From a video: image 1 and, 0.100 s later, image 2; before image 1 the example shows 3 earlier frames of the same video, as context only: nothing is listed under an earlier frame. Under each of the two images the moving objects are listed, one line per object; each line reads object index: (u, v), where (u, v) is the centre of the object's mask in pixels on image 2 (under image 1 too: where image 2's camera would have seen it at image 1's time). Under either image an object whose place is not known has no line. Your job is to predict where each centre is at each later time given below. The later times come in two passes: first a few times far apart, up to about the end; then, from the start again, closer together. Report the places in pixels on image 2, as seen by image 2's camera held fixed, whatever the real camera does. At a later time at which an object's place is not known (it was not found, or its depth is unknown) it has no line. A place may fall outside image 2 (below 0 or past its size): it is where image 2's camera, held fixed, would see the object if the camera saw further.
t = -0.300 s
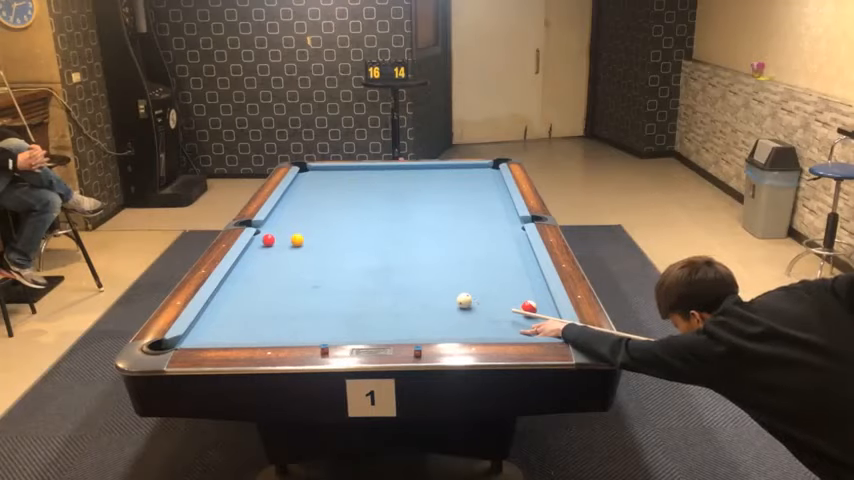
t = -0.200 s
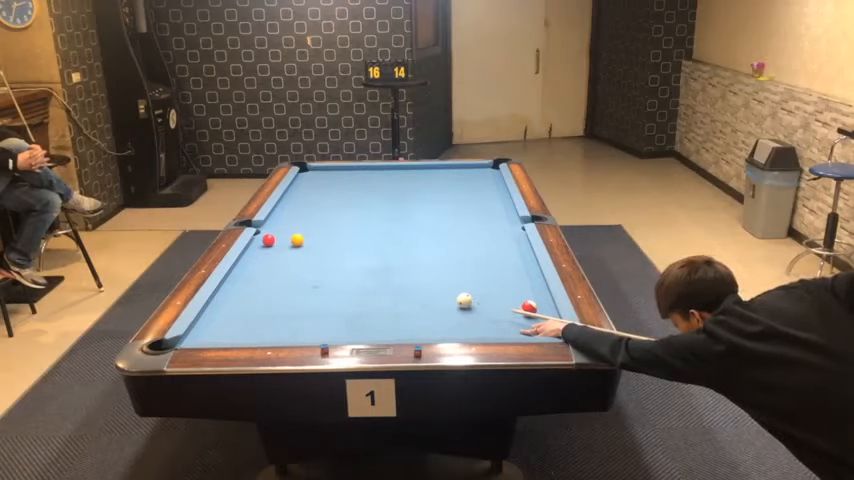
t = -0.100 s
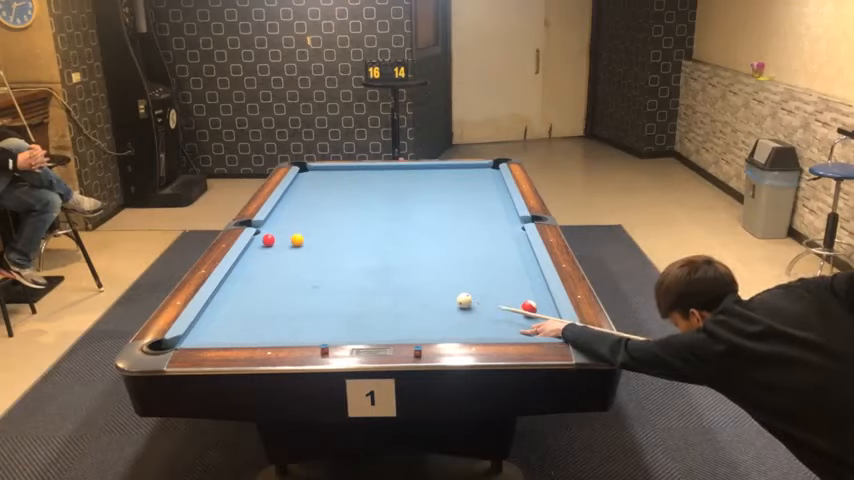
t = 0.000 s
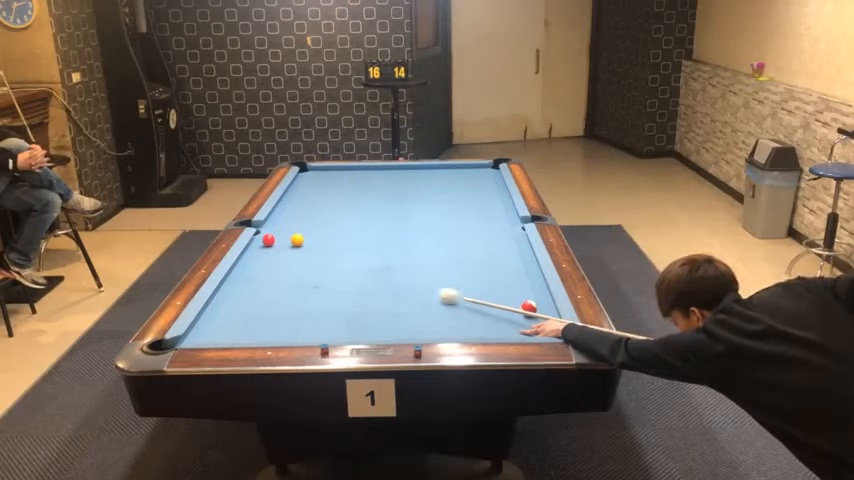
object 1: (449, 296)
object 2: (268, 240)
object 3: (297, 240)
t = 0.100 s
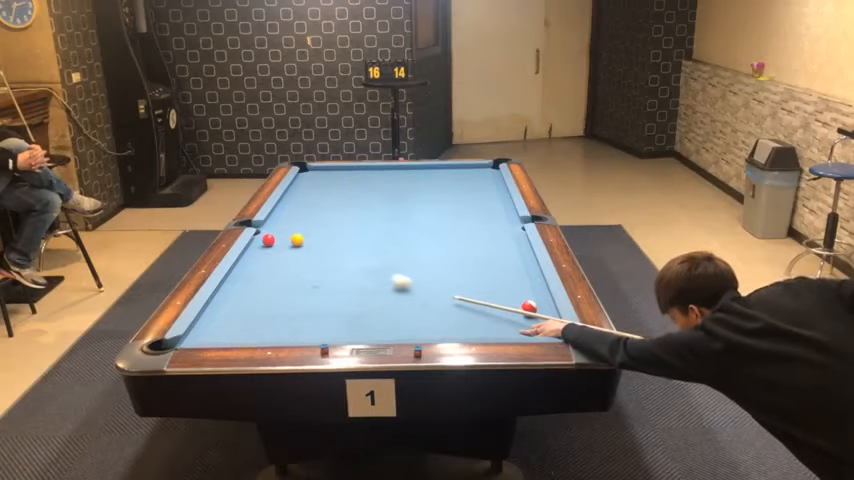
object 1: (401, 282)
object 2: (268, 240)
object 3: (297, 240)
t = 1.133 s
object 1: (295, 244)
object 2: (278, 229)
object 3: (323, 236)
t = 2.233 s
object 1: (318, 248)
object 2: (328, 227)
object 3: (382, 226)
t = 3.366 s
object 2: (357, 226)
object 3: (421, 219)
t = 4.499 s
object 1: (323, 249)
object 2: (366, 226)
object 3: (441, 215)
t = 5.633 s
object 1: (324, 249)
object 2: (366, 226)
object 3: (444, 214)
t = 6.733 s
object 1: (324, 249)
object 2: (366, 226)
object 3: (444, 214)
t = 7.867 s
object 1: (323, 249)
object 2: (366, 226)
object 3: (444, 214)
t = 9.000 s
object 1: (324, 249)
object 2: (366, 226)
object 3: (444, 214)
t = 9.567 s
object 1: (323, 249)
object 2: (366, 226)
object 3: (444, 214)
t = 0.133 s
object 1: (388, 279)
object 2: (268, 240)
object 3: (297, 240)
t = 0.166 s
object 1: (375, 275)
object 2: (268, 240)
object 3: (297, 240)
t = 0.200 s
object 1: (362, 271)
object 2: (268, 240)
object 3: (297, 240)
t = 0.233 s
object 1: (351, 267)
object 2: (268, 240)
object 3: (297, 240)
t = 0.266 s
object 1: (339, 264)
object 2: (268, 240)
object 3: (297, 240)
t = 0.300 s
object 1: (328, 261)
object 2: (268, 240)
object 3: (297, 240)
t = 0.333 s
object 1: (317, 257)
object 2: (268, 240)
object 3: (297, 240)
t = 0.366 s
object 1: (306, 254)
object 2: (268, 240)
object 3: (296, 240)
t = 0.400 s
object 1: (295, 251)
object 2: (268, 240)
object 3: (297, 239)
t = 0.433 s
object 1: (284, 248)
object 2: (268, 240)
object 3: (297, 240)
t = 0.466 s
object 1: (275, 246)
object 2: (266, 239)
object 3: (297, 240)
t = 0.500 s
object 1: (265, 245)
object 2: (268, 235)
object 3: (297, 240)
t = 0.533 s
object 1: (257, 245)
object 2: (266, 235)
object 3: (297, 240)
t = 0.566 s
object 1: (254, 245)
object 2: (264, 232)
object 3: (297, 240)
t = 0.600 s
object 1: (260, 244)
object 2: (262, 230)
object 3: (297, 240)
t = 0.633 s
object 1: (264, 244)
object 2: (261, 227)
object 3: (297, 240)
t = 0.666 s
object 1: (269, 244)
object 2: (260, 225)
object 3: (296, 240)
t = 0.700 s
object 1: (274, 244)
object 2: (260, 225)
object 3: (297, 240)
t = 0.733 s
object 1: (279, 243)
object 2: (260, 225)
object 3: (297, 240)
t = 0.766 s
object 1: (282, 243)
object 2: (260, 226)
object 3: (296, 240)
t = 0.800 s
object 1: (284, 243)
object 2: (260, 229)
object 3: (298, 240)
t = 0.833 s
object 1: (286, 243)
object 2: (261, 229)
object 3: (302, 239)
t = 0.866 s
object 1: (287, 243)
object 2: (262, 229)
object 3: (304, 239)
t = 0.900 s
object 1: (288, 243)
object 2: (264, 229)
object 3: (307, 238)
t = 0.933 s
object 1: (288, 243)
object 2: (266, 229)
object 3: (309, 238)
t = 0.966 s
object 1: (290, 243)
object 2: (268, 229)
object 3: (311, 237)
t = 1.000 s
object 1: (291, 244)
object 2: (270, 229)
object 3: (314, 237)
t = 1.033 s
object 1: (292, 244)
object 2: (272, 229)
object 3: (316, 237)
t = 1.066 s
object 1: (293, 244)
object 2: (274, 229)
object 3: (318, 236)
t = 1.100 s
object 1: (295, 244)
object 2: (276, 229)
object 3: (321, 236)
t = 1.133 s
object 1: (295, 244)
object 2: (278, 229)
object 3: (323, 236)
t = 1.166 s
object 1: (296, 244)
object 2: (280, 229)
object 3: (325, 235)
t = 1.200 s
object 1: (297, 244)
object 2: (282, 229)
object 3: (327, 235)
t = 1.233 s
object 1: (298, 245)
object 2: (283, 228)
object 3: (329, 234)
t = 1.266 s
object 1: (299, 245)
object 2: (285, 229)
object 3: (331, 234)
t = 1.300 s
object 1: (300, 245)
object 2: (287, 229)
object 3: (333, 234)
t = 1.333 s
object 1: (301, 245)
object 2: (289, 229)
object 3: (335, 233)
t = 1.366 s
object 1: (302, 245)
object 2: (290, 228)
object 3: (337, 233)
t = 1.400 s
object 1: (303, 245)
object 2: (292, 228)
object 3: (339, 233)
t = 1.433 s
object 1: (304, 246)
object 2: (294, 228)
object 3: (341, 233)
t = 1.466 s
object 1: (304, 245)
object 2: (295, 228)
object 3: (343, 232)
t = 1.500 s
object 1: (306, 246)
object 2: (297, 228)
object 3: (345, 232)
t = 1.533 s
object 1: (306, 246)
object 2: (299, 228)
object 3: (347, 232)
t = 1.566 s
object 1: (307, 246)
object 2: (300, 228)
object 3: (348, 231)
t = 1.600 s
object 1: (307, 246)
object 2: (302, 227)
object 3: (351, 231)
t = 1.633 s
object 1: (308, 246)
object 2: (304, 228)
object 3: (352, 231)
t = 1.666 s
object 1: (309, 246)
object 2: (305, 228)
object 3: (354, 230)
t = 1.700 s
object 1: (310, 246)
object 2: (307, 227)
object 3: (356, 230)
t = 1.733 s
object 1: (311, 247)
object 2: (308, 228)
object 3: (357, 230)
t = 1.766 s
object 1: (311, 247)
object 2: (309, 227)
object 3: (359, 229)
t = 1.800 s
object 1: (312, 247)
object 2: (311, 228)
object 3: (361, 229)
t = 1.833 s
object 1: (312, 247)
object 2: (312, 227)
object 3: (363, 229)
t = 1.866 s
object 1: (313, 247)
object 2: (314, 227)
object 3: (364, 229)
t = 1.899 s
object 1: (314, 247)
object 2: (315, 227)
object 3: (366, 228)
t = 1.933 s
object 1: (314, 247)
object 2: (316, 227)
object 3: (367, 228)
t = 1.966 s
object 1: (315, 247)
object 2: (318, 227)
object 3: (369, 228)
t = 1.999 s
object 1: (316, 247)
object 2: (319, 227)
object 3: (371, 227)
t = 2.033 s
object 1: (316, 247)
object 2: (320, 227)
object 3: (372, 227)
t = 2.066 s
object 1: (316, 247)
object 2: (322, 227)
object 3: (373, 227)
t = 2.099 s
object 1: (317, 247)
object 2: (323, 227)
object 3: (375, 226)
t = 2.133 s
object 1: (317, 247)
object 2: (324, 227)
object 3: (377, 225)
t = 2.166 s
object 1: (317, 248)
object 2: (326, 227)
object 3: (379, 225)
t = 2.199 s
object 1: (318, 248)
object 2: (327, 227)
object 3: (380, 226)
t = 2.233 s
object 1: (318, 248)
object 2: (328, 227)
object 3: (382, 226)
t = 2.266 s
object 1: (319, 248)
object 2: (329, 227)
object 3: (383, 227)
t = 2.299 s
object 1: (319, 248)
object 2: (330, 227)
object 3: (384, 227)
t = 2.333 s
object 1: (320, 248)
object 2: (331, 227)
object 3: (385, 226)
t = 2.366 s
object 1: (319, 248)
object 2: (333, 226)
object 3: (387, 225)
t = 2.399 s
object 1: (320, 248)
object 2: (333, 227)
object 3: (389, 225)
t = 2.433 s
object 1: (320, 248)
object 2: (335, 227)
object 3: (390, 224)
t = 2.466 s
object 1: (320, 248)
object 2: (336, 227)
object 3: (391, 224)
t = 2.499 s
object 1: (322, 249)
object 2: (337, 227)
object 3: (393, 224)
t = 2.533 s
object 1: (322, 249)
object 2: (338, 227)
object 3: (393, 223)
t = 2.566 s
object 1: (322, 248)
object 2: (339, 226)
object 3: (395, 223)
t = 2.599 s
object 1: (322, 249)
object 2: (340, 227)
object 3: (396, 223)
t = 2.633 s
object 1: (322, 249)
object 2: (341, 227)
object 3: (397, 223)
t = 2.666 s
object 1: (322, 249)
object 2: (342, 227)
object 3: (396, 223)
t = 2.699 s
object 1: (322, 249)
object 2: (342, 226)
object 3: (401, 222)
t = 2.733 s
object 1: (323, 249)
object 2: (343, 226)
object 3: (401, 222)
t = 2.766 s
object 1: (323, 249)
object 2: (344, 226)
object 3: (402, 222)
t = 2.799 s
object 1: (323, 249)
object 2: (345, 226)
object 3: (403, 222)
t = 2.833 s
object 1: (323, 249)
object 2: (346, 226)
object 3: (404, 221)
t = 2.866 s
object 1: (323, 249)
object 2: (346, 226)
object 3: (403, 219)
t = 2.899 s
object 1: (323, 249)
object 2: (347, 226)
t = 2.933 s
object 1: (323, 249)
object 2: (349, 226)
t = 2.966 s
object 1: (323, 249)
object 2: (349, 226)
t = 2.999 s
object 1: (325, 249)
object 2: (348, 226)
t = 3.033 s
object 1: (324, 249)
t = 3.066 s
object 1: (322, 249)
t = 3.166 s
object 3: (419, 218)
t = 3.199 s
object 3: (416, 219)
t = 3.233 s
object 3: (417, 219)
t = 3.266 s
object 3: (418, 219)
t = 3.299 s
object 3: (419, 219)
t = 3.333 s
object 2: (357, 226)
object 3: (420, 219)
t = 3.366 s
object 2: (357, 226)
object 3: (421, 219)
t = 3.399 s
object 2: (358, 226)
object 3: (422, 218)
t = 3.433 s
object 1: (326, 248)
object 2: (358, 226)
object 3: (422, 218)
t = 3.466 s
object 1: (325, 249)
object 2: (359, 226)
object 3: (423, 218)
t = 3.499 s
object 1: (324, 249)
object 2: (359, 226)
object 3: (424, 218)
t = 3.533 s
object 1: (324, 249)
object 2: (360, 226)
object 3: (424, 218)
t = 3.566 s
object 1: (324, 249)
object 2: (360, 226)
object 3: (425, 218)
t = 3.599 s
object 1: (324, 249)
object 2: (361, 226)
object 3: (426, 218)
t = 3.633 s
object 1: (324, 249)
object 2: (361, 226)
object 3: (427, 218)
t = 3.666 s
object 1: (324, 249)
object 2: (361, 226)
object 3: (428, 218)
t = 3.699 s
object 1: (324, 249)
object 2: (362, 226)
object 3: (429, 218)
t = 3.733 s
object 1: (324, 249)
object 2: (362, 226)
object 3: (429, 218)
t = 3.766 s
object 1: (324, 249)
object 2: (362, 226)
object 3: (430, 217)
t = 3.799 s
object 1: (324, 249)
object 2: (363, 226)
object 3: (430, 217)
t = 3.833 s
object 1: (324, 249)
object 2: (363, 226)
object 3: (431, 217)
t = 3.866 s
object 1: (324, 249)
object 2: (363, 226)
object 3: (432, 217)
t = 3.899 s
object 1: (324, 249)
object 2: (364, 226)
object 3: (432, 217)
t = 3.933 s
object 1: (324, 249)
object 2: (364, 226)
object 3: (433, 217)
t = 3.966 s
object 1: (324, 249)
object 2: (364, 226)
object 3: (434, 217)
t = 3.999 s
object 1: (324, 249)
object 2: (365, 226)
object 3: (434, 217)
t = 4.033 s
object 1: (324, 249)
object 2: (365, 226)
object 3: (435, 216)
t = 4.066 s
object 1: (324, 249)
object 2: (365, 226)
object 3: (435, 216)
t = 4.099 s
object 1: (324, 249)
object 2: (365, 226)
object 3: (436, 216)
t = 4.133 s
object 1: (324, 249)
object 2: (365, 226)
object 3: (437, 216)
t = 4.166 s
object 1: (324, 249)
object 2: (365, 226)
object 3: (437, 216)
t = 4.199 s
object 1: (323, 249)
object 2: (365, 226)
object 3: (437, 216)
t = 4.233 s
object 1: (324, 249)
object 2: (366, 226)
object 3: (438, 215)
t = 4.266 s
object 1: (324, 249)
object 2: (366, 226)
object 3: (438, 216)
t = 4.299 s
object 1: (324, 249)
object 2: (366, 226)
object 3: (439, 216)
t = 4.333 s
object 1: (324, 249)
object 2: (366, 226)
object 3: (439, 215)
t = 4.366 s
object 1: (324, 249)
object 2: (366, 226)
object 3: (440, 215)
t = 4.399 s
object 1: (324, 249)
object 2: (366, 226)
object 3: (440, 215)
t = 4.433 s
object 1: (323, 249)
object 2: (366, 226)
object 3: (440, 215)
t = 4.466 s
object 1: (323, 249)
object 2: (366, 226)
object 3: (441, 215)
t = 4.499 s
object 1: (323, 249)
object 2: (366, 226)
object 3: (441, 215)
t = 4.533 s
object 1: (324, 249)
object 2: (366, 226)
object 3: (442, 215)
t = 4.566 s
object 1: (324, 249)
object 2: (366, 226)
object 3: (442, 215)
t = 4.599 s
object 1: (324, 249)
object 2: (366, 226)
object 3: (442, 215)
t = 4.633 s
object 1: (324, 249)
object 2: (366, 226)
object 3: (442, 215)
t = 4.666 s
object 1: (324, 249)
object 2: (366, 226)
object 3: (443, 215)
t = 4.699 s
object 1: (324, 249)
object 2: (366, 226)
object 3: (443, 215)
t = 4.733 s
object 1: (324, 249)
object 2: (366, 226)
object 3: (443, 215)
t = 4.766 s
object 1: (324, 249)
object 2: (366, 226)
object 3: (443, 214)
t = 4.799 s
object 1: (324, 249)
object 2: (366, 226)
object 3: (444, 214)
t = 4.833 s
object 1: (324, 249)
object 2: (366, 226)
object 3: (444, 214)
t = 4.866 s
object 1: (324, 249)
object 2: (366, 226)
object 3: (444, 214)
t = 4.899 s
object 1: (324, 249)
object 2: (366, 226)
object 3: (444, 214)
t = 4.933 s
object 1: (324, 249)
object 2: (366, 226)
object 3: (444, 214)
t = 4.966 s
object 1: (324, 249)
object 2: (366, 226)
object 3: (444, 214)
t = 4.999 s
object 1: (324, 249)
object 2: (366, 226)
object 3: (444, 214)
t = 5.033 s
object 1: (324, 249)
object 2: (366, 226)
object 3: (444, 214)
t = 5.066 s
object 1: (324, 249)
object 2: (366, 226)
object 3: (444, 214)
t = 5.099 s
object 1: (324, 249)
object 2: (366, 226)
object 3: (444, 214)
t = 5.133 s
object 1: (324, 249)
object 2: (366, 226)
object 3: (444, 214)
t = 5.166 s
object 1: (324, 249)
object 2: (366, 226)
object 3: (444, 214)
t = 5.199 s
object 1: (324, 249)
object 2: (366, 226)
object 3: (444, 214)
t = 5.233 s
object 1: (324, 249)
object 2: (366, 226)
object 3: (444, 214)
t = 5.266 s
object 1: (324, 249)
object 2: (366, 226)
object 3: (444, 214)
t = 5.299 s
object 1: (324, 249)
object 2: (366, 226)
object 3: (444, 214)
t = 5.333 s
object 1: (324, 249)
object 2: (366, 226)
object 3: (444, 214)
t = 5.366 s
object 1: (324, 249)
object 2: (366, 226)
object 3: (444, 214)
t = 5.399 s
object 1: (324, 249)
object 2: (366, 226)
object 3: (444, 214)
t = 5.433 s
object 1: (324, 249)
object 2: (366, 226)
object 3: (444, 214)
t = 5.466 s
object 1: (324, 249)
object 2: (366, 226)
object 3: (444, 214)
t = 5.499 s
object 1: (324, 249)
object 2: (366, 226)
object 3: (444, 214)
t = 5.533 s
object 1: (324, 249)
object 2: (366, 226)
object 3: (444, 214)
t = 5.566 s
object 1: (324, 249)
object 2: (366, 226)
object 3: (444, 214)
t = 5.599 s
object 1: (324, 249)
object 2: (366, 226)
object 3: (444, 214)
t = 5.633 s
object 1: (324, 249)
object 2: (366, 226)
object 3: (444, 214)
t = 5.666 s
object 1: (324, 249)
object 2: (366, 226)
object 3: (444, 214)
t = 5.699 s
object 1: (324, 249)
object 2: (366, 226)
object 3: (444, 214)
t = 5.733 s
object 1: (324, 249)
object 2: (366, 226)
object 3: (444, 214)
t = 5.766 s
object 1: (324, 249)
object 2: (366, 226)
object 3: (444, 214)
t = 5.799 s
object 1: (324, 249)
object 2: (366, 226)
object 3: (444, 214)
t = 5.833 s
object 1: (324, 249)
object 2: (366, 226)
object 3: (444, 214)
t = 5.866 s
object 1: (324, 249)
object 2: (366, 226)
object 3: (444, 214)
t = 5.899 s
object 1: (324, 249)
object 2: (366, 226)
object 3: (444, 214)
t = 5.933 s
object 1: (324, 249)
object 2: (366, 226)
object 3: (444, 214)
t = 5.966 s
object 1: (324, 249)
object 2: (366, 226)
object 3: (444, 214)
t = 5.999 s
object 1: (324, 249)
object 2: (366, 226)
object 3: (444, 214)
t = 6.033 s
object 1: (324, 249)
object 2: (366, 226)
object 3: (444, 214)
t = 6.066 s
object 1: (324, 249)
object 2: (366, 226)
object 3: (444, 214)
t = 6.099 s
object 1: (324, 249)
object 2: (366, 226)
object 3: (444, 214)
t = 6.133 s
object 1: (324, 249)
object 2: (366, 226)
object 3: (444, 214)
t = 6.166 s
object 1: (324, 249)
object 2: (366, 226)
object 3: (444, 214)
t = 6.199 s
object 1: (324, 249)
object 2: (366, 226)
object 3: (444, 214)
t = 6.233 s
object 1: (324, 249)
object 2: (366, 226)
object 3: (444, 214)
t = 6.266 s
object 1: (324, 249)
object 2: (366, 226)
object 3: (444, 214)
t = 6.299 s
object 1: (324, 249)
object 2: (366, 226)
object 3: (444, 214)
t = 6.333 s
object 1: (324, 249)
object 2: (366, 226)
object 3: (444, 214)
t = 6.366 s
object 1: (324, 249)
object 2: (366, 226)
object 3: (444, 214)
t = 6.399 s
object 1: (324, 249)
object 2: (366, 226)
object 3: (444, 214)
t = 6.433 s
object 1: (324, 249)
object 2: (366, 226)
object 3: (444, 214)
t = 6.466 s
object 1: (324, 249)
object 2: (366, 226)
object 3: (444, 214)
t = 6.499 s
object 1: (324, 249)
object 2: (366, 226)
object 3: (444, 214)
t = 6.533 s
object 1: (324, 249)
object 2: (366, 226)
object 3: (444, 214)
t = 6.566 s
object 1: (324, 249)
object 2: (366, 226)
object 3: (444, 214)
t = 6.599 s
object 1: (324, 249)
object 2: (366, 226)
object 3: (444, 214)
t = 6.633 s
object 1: (324, 249)
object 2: (366, 226)
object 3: (444, 214)
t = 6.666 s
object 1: (324, 249)
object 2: (366, 226)
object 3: (444, 214)
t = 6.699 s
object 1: (324, 249)
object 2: (366, 226)
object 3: (444, 214)
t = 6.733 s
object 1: (324, 249)
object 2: (366, 226)
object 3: (444, 214)
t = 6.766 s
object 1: (324, 249)
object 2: (366, 226)
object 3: (444, 214)
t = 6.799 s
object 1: (324, 249)
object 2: (366, 226)
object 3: (444, 214)
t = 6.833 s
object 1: (324, 249)
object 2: (366, 226)
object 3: (444, 214)
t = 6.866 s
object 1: (324, 249)
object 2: (366, 226)
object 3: (444, 214)
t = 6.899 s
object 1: (324, 249)
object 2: (366, 226)
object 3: (444, 214)
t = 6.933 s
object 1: (323, 249)
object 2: (366, 226)
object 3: (444, 214)
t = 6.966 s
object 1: (323, 249)
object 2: (366, 226)
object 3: (444, 214)
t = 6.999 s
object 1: (323, 249)
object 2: (366, 226)
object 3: (444, 214)
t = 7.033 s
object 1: (323, 249)
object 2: (366, 226)
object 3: (444, 214)
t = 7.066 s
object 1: (323, 249)
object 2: (366, 226)
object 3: (444, 214)
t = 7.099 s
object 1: (323, 249)
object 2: (366, 226)
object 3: (444, 214)
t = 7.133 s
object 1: (323, 249)
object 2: (366, 226)
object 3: (444, 214)
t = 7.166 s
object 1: (324, 249)
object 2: (366, 226)
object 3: (444, 214)
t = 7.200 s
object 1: (324, 249)
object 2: (366, 226)
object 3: (444, 214)
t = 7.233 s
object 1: (323, 249)
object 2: (366, 226)
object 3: (444, 214)
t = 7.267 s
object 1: (323, 249)
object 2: (366, 226)
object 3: (444, 214)
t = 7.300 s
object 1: (323, 249)
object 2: (366, 226)
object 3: (444, 214)
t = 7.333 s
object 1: (323, 249)
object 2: (366, 226)
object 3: (444, 214)
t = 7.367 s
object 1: (323, 249)
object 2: (366, 226)
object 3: (444, 214)
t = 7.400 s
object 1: (323, 249)
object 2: (366, 226)
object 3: (444, 214)
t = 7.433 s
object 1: (323, 249)
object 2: (366, 226)
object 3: (444, 214)
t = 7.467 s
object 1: (323, 249)
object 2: (366, 226)
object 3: (444, 214)
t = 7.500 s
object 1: (323, 249)
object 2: (366, 226)
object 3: (444, 214)
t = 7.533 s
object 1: (323, 249)
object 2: (366, 226)
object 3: (444, 214)
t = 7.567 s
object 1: (323, 249)
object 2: (366, 226)
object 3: (444, 214)
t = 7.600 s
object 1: (323, 249)
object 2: (366, 226)
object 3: (444, 214)
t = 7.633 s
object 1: (323, 249)
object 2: (366, 226)
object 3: (444, 214)
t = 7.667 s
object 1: (323, 249)
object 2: (366, 226)
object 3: (444, 214)
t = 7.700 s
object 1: (323, 249)
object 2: (366, 226)
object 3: (444, 214)
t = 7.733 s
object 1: (323, 249)
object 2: (366, 226)
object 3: (444, 214)
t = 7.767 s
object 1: (323, 249)
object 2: (366, 226)
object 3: (444, 214)
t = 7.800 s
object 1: (323, 249)
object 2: (366, 226)
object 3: (444, 214)
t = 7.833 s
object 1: (323, 249)
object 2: (366, 226)
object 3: (444, 214)
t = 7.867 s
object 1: (323, 249)
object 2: (366, 226)
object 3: (444, 214)
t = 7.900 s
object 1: (323, 249)
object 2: (366, 226)
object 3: (444, 214)
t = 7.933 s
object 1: (323, 249)
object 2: (366, 226)
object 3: (444, 214)
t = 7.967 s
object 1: (323, 249)
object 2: (366, 226)
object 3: (444, 214)
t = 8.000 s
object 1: (323, 249)
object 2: (366, 226)
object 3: (444, 214)
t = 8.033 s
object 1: (323, 249)
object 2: (366, 226)
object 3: (444, 214)
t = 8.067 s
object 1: (324, 249)
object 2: (366, 226)
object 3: (444, 214)
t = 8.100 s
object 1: (323, 249)
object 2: (366, 226)
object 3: (444, 214)
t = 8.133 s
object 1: (323, 249)
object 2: (366, 226)
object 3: (444, 214)
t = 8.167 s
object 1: (324, 249)
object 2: (366, 226)
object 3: (444, 214)
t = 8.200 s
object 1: (324, 249)
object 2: (366, 226)
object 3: (444, 214)
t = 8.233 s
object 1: (323, 249)
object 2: (366, 226)
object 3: (444, 214)
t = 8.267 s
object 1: (323, 249)
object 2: (366, 226)
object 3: (444, 214)
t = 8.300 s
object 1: (323, 249)
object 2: (366, 226)
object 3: (444, 214)
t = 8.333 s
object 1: (324, 249)
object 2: (366, 226)
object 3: (444, 214)
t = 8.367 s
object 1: (324, 249)
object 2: (366, 226)
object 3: (444, 214)
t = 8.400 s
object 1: (324, 249)
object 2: (366, 226)
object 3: (444, 214)
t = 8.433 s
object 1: (324, 249)
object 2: (366, 226)
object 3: (444, 214)
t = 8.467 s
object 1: (324, 249)
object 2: (366, 226)
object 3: (444, 214)
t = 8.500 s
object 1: (324, 249)
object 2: (366, 226)
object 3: (444, 214)
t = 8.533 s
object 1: (324, 249)
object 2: (366, 226)
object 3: (444, 214)
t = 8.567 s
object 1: (324, 249)
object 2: (366, 226)
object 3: (444, 214)
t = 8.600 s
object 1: (324, 249)
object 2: (366, 226)
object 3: (444, 214)
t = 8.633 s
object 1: (324, 249)
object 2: (366, 226)
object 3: (444, 214)
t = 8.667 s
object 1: (324, 249)
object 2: (366, 226)
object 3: (444, 214)
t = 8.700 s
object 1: (324, 249)
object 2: (366, 226)
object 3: (444, 214)
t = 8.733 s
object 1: (324, 249)
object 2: (366, 226)
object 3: (444, 214)
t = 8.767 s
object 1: (324, 249)
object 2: (366, 226)
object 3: (444, 214)
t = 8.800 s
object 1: (324, 249)
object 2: (366, 226)
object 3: (444, 214)
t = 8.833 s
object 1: (324, 249)
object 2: (366, 226)
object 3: (444, 214)
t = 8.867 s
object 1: (324, 249)
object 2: (366, 226)
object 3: (444, 214)
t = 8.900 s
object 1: (324, 249)
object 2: (366, 226)
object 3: (444, 214)
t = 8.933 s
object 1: (324, 249)
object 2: (366, 226)
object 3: (444, 214)
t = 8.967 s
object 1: (324, 249)
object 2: (366, 226)
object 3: (444, 214)
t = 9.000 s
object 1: (324, 249)
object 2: (366, 226)
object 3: (444, 214)
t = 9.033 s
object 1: (324, 249)
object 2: (366, 226)
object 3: (444, 214)
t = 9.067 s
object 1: (324, 249)
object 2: (366, 226)
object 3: (444, 214)
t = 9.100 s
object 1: (324, 249)
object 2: (366, 226)
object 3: (444, 214)
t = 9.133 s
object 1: (324, 249)
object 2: (366, 226)
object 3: (444, 214)
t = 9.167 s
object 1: (324, 249)
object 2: (366, 226)
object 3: (444, 214)
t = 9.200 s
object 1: (324, 249)
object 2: (366, 226)
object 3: (444, 214)
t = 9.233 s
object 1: (324, 249)
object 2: (366, 226)
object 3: (444, 214)
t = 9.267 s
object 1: (324, 249)
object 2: (366, 226)
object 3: (444, 214)
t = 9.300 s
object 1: (323, 249)
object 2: (366, 226)
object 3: (444, 214)
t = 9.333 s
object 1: (323, 249)
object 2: (366, 226)
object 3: (444, 214)
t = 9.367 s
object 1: (323, 249)
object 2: (366, 226)
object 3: (444, 214)
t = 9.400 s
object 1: (323, 249)
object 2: (366, 226)
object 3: (444, 214)
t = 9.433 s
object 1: (323, 249)
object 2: (366, 226)
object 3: (444, 214)
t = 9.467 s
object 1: (323, 249)
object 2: (366, 226)
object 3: (444, 214)
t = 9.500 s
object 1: (323, 249)
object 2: (366, 226)
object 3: (444, 214)
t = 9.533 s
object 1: (323, 249)
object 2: (366, 226)
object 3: (444, 214)
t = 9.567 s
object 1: (323, 249)
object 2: (366, 226)
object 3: (444, 214)
